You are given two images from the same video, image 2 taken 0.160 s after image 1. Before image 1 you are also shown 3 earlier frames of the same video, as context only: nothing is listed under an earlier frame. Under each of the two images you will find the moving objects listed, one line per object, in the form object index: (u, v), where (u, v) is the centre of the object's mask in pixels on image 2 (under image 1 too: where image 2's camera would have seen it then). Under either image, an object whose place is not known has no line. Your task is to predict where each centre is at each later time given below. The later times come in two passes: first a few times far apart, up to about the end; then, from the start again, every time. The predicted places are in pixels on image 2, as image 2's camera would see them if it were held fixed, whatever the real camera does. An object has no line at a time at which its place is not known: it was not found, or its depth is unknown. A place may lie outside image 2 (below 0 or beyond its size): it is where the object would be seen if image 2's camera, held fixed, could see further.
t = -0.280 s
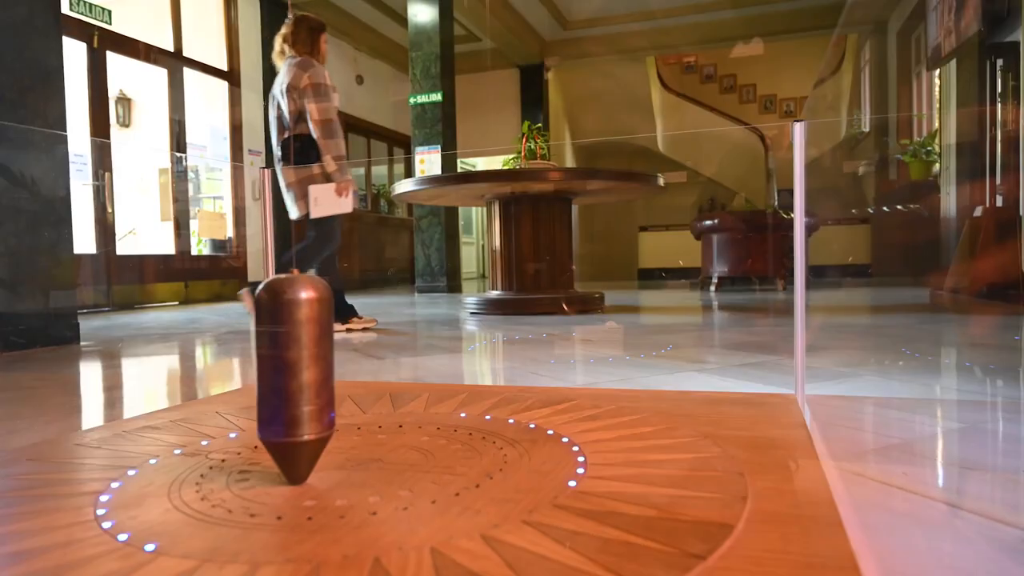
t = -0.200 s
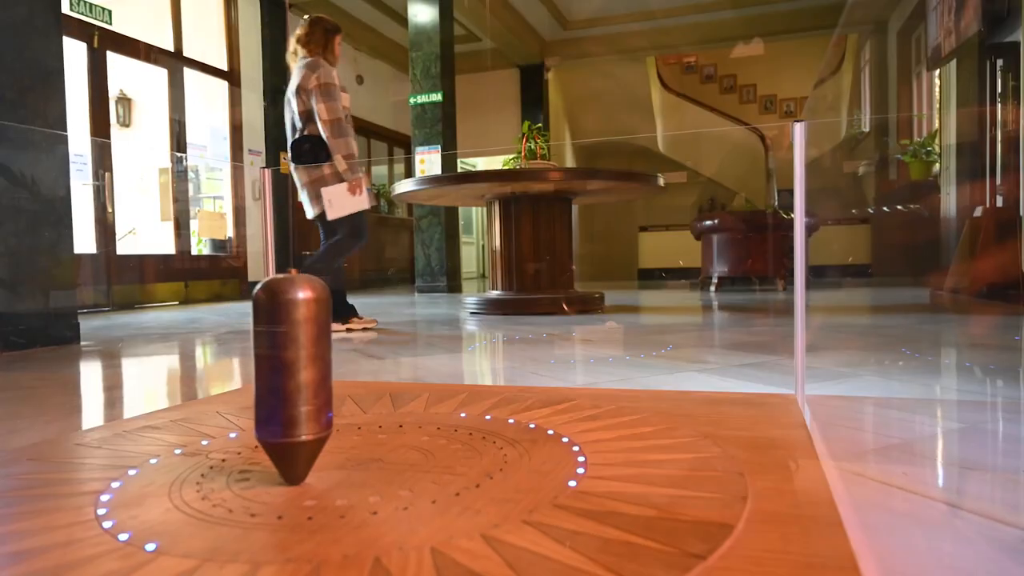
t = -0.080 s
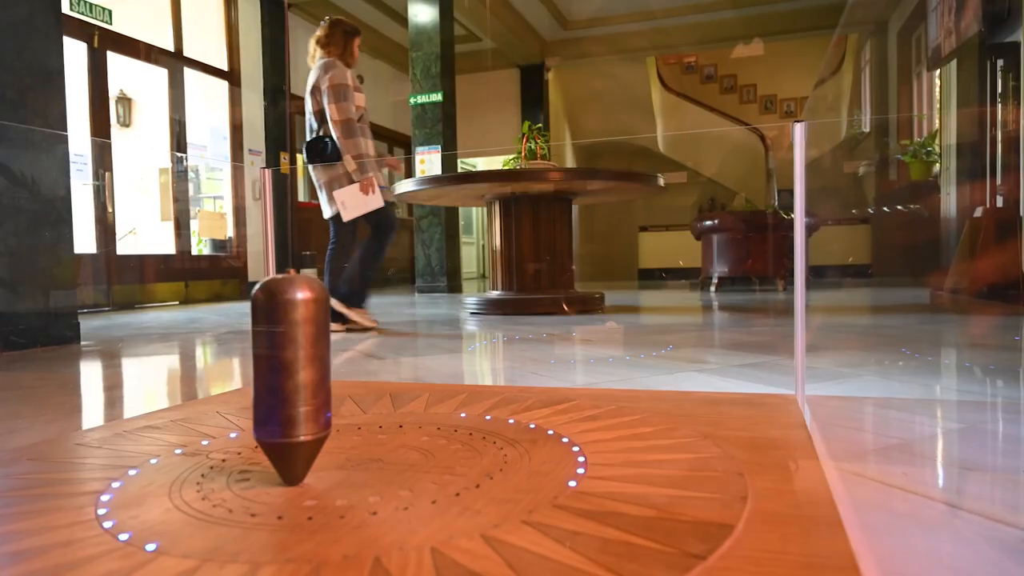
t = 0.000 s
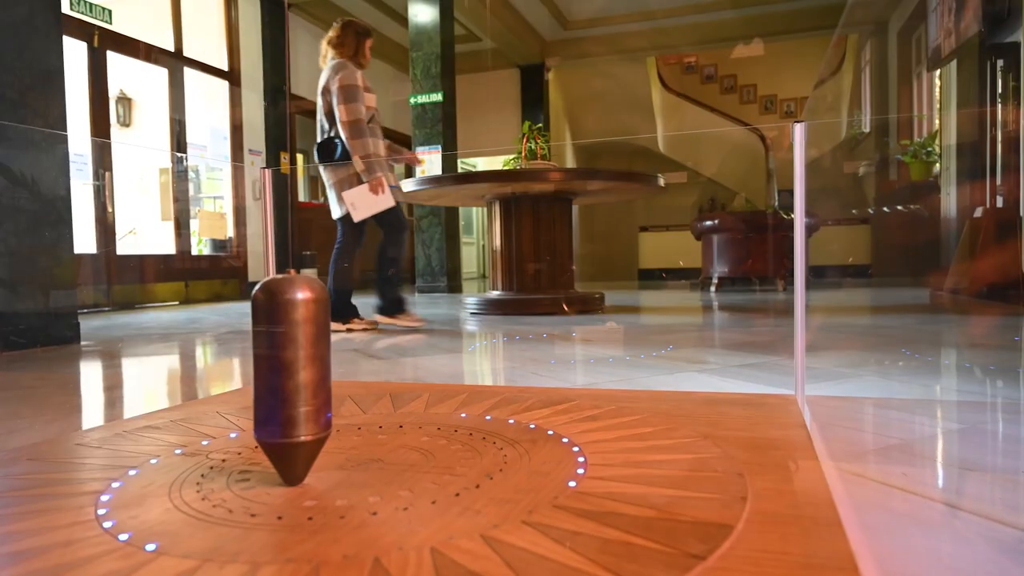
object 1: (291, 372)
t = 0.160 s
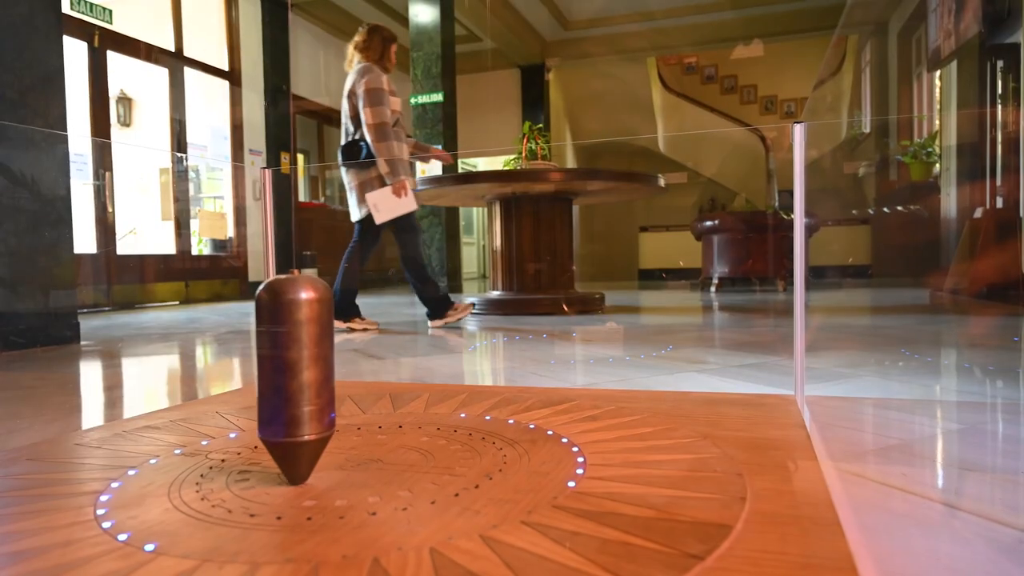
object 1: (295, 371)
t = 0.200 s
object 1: (297, 371)
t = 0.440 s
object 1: (313, 369)
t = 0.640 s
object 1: (331, 366)
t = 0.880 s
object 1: (355, 362)
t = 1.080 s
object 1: (374, 359)
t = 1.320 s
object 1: (392, 356)
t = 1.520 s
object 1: (403, 353)
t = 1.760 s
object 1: (410, 352)
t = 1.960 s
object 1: (410, 352)
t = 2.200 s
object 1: (402, 354)
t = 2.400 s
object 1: (390, 356)
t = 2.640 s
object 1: (370, 360)
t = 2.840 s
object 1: (351, 363)
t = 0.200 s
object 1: (297, 371)
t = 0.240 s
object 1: (299, 371)
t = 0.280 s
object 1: (301, 371)
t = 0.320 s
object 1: (304, 370)
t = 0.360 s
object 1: (307, 370)
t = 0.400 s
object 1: (310, 369)
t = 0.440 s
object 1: (313, 369)
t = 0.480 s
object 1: (316, 368)
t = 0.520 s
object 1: (320, 368)
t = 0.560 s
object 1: (323, 367)
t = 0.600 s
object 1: (327, 367)
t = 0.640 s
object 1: (331, 366)
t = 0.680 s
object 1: (335, 365)
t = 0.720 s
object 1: (339, 365)
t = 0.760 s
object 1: (343, 364)
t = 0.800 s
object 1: (347, 363)
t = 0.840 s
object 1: (351, 363)
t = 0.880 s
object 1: (355, 362)
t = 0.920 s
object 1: (359, 362)
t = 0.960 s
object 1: (362, 361)
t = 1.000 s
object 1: (366, 360)
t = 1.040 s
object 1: (370, 360)
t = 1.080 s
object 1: (374, 359)
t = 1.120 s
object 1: (377, 358)
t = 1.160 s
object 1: (380, 358)
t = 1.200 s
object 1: (384, 357)
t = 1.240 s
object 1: (387, 356)
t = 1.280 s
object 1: (390, 356)
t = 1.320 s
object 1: (392, 356)
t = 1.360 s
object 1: (395, 355)
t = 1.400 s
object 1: (397, 355)
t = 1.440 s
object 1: (400, 354)
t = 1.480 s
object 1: (402, 354)
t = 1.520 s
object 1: (403, 353)
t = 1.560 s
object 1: (405, 353)
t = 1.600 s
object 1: (407, 353)
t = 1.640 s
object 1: (408, 353)
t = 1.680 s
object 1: (409, 352)
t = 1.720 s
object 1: (410, 352)
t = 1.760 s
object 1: (410, 352)
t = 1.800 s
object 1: (411, 352)
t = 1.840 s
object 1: (411, 352)
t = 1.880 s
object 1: (411, 352)
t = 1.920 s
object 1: (410, 352)
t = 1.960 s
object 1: (410, 352)
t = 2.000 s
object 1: (409, 353)
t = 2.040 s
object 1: (408, 353)
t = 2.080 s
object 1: (407, 353)
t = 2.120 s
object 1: (405, 353)
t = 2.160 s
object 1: (404, 353)
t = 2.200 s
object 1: (402, 354)
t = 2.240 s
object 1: (400, 354)
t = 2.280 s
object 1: (398, 355)
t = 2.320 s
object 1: (395, 355)
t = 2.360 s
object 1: (393, 356)
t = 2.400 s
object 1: (390, 356)
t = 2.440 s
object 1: (387, 357)
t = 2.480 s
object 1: (384, 357)
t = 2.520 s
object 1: (381, 358)
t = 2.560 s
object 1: (377, 358)
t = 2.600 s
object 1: (374, 359)
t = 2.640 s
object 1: (370, 360)
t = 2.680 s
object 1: (367, 360)
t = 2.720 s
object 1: (363, 361)
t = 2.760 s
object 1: (359, 361)
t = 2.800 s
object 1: (355, 362)
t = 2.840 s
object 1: (351, 363)
